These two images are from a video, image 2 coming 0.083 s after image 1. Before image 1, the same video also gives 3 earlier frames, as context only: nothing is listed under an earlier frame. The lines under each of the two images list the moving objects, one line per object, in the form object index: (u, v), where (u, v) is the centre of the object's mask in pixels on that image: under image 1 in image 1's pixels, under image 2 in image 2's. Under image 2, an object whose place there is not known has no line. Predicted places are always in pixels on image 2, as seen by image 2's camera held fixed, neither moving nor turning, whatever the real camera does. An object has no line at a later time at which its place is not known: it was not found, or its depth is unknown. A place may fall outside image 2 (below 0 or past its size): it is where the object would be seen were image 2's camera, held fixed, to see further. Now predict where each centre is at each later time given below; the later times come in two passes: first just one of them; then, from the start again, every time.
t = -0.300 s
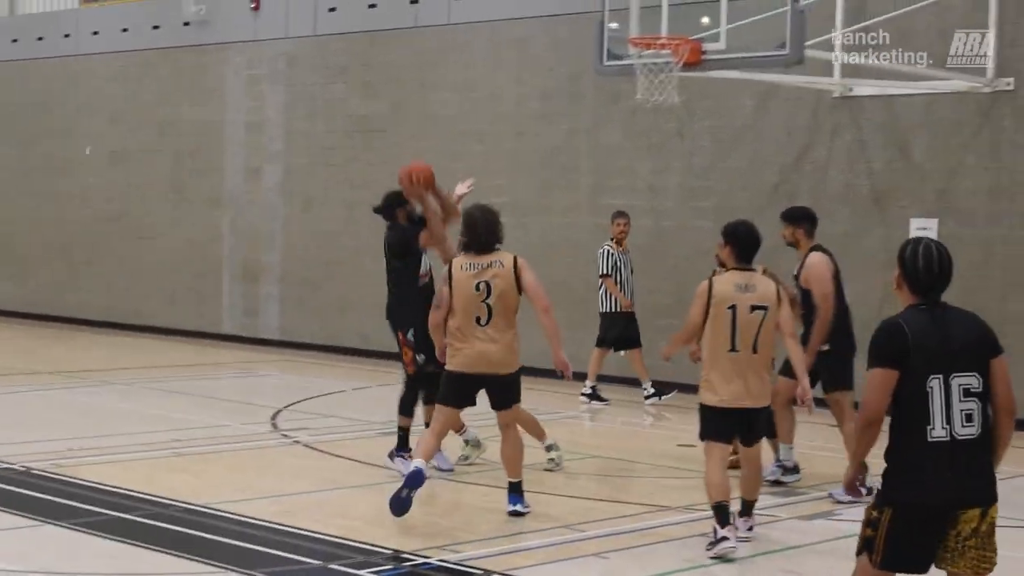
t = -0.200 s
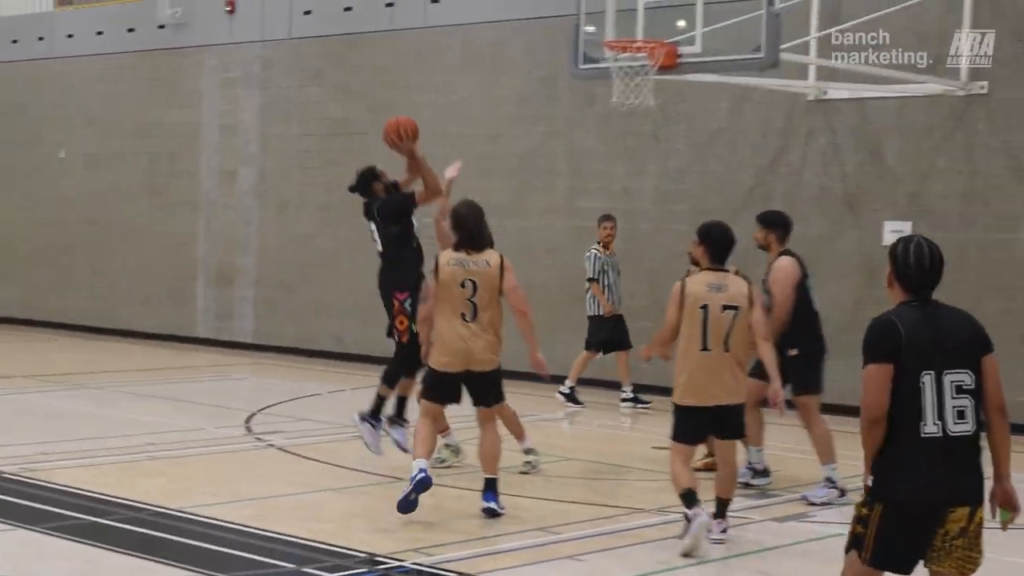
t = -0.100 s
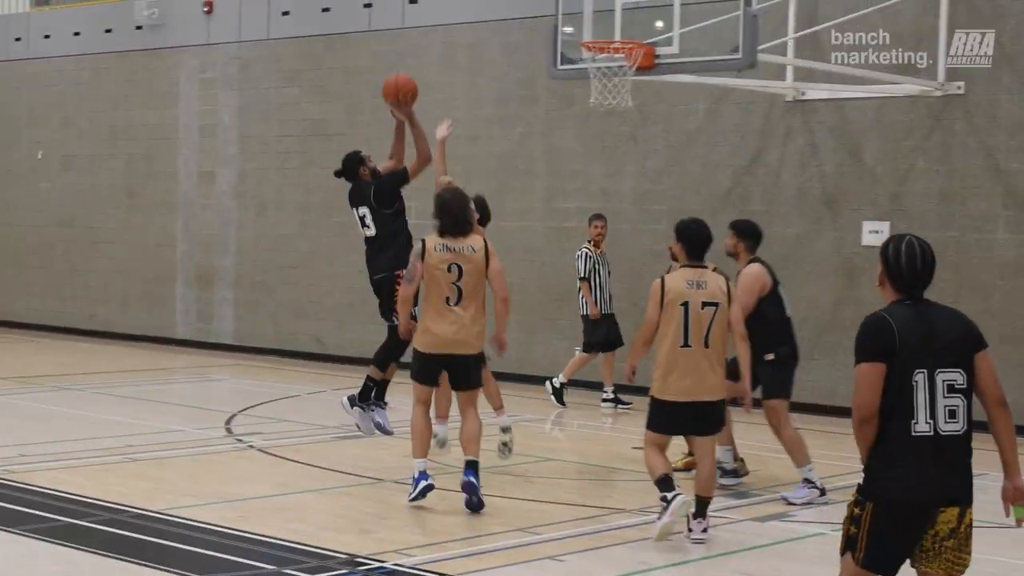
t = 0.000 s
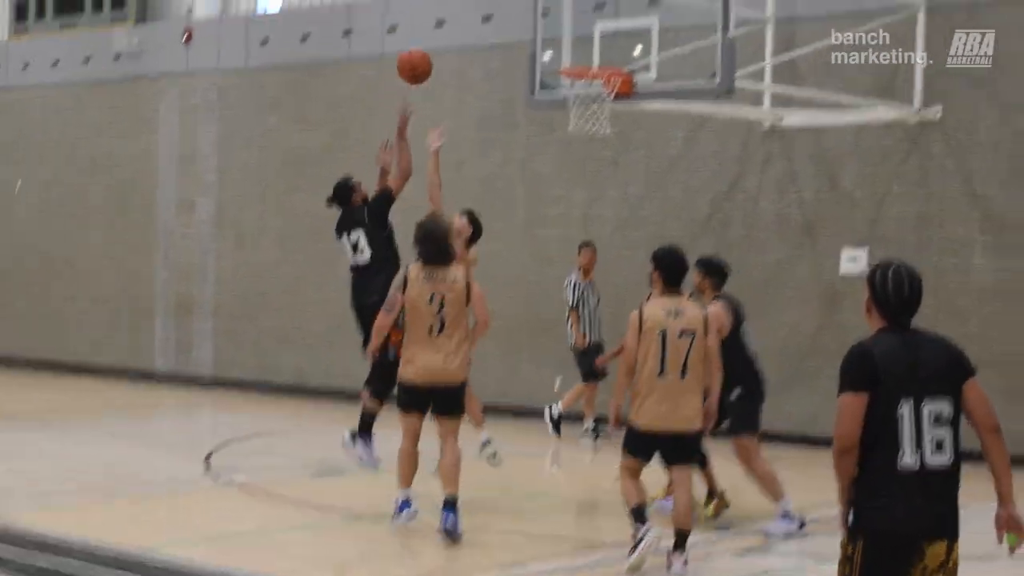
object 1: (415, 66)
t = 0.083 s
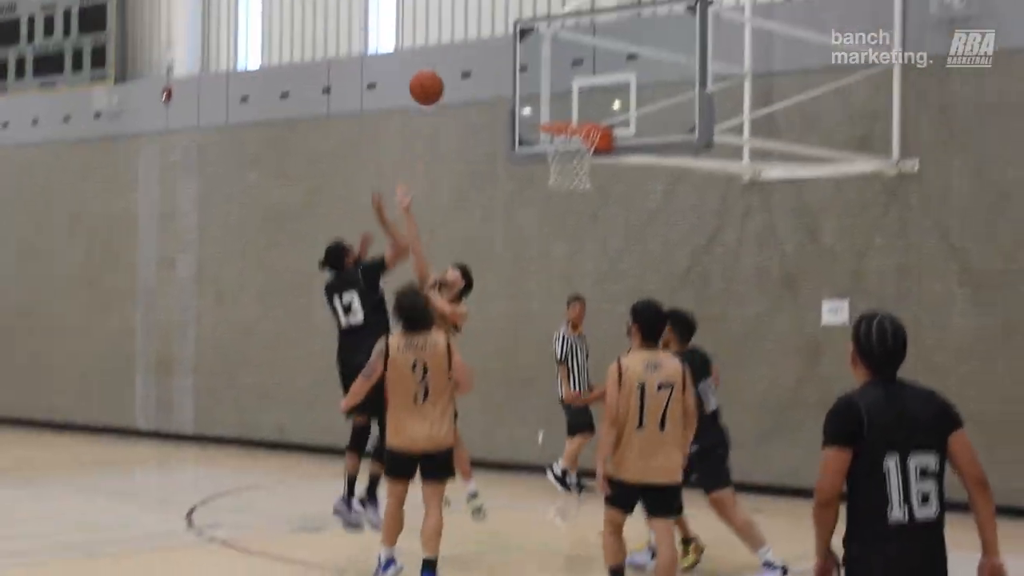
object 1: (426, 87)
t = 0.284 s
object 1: (499, 47)
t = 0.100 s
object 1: (432, 81)
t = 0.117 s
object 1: (439, 76)
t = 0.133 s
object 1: (445, 72)
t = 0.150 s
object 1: (451, 67)
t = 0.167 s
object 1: (458, 64)
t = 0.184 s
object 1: (463, 60)
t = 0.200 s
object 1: (469, 57)
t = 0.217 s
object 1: (475, 54)
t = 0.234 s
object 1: (481, 52)
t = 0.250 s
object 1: (487, 50)
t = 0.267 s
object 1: (492, 48)
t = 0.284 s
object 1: (499, 47)
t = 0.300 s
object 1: (504, 47)
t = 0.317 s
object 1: (510, 46)
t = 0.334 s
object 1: (516, 46)
